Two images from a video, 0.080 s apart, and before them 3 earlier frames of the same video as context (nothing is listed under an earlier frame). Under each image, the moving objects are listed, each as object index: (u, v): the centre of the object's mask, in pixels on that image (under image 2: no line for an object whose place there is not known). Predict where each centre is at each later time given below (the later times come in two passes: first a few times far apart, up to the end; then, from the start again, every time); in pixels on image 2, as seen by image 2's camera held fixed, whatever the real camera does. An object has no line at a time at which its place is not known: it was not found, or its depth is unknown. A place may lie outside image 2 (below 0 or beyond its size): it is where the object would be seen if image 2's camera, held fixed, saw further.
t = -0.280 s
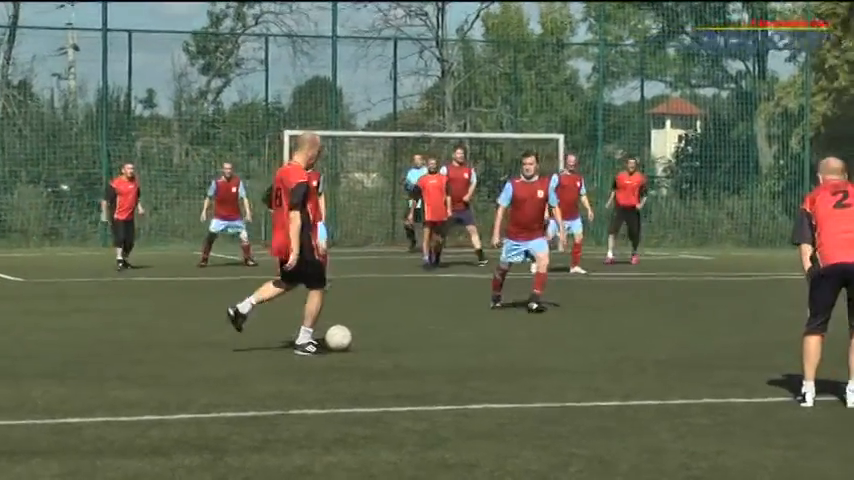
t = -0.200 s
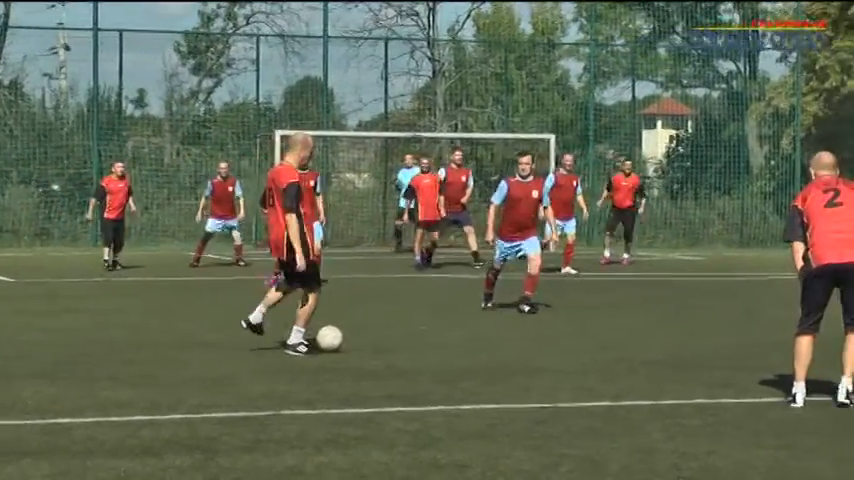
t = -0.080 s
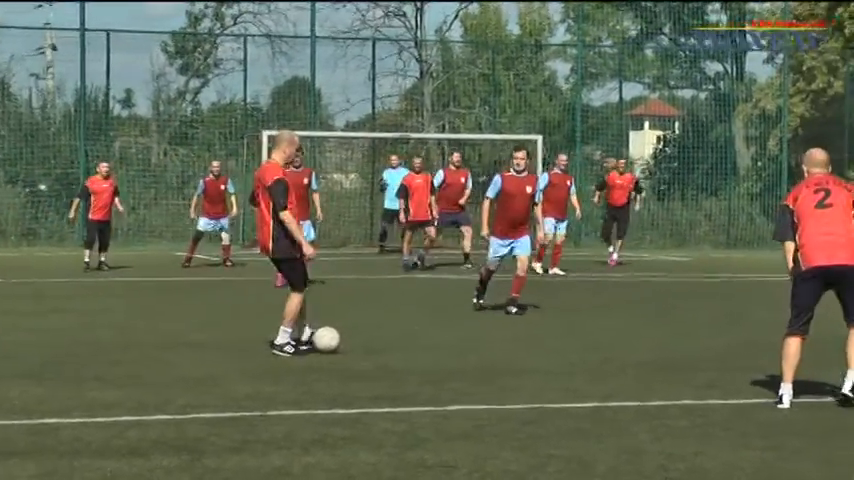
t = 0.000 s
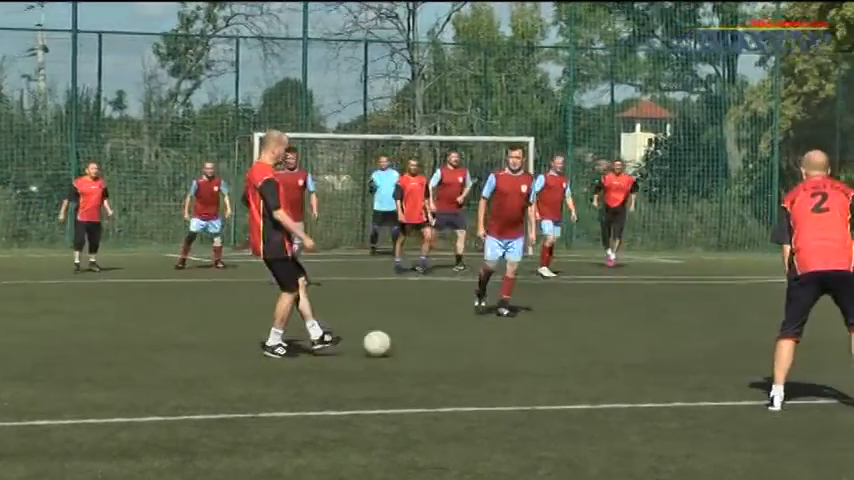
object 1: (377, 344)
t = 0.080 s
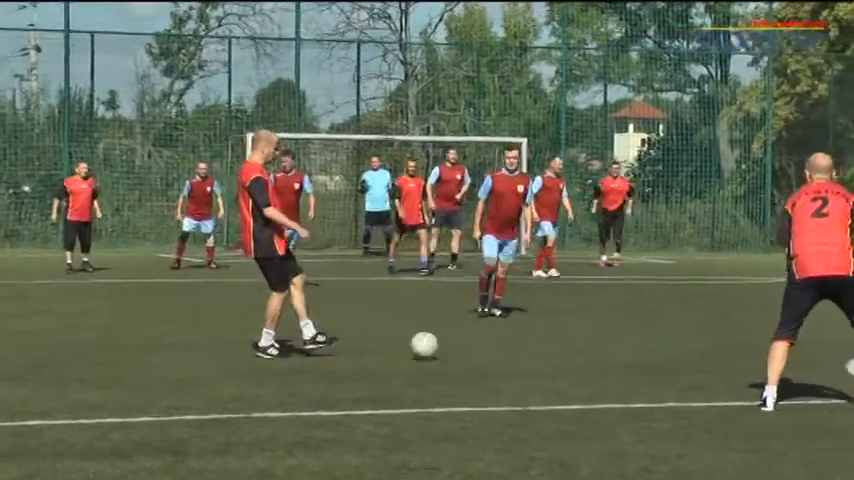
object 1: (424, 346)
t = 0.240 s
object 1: (527, 349)
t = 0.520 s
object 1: (679, 355)
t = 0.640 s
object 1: (743, 357)
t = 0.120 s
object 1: (451, 347)
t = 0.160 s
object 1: (478, 347)
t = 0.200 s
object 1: (503, 349)
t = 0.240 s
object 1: (527, 349)
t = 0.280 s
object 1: (550, 351)
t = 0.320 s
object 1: (572, 352)
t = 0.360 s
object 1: (594, 352)
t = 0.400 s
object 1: (615, 354)
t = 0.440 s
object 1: (636, 355)
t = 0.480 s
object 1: (658, 354)
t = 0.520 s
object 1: (679, 355)
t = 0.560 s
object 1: (701, 357)
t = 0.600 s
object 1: (722, 357)
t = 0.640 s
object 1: (743, 357)
